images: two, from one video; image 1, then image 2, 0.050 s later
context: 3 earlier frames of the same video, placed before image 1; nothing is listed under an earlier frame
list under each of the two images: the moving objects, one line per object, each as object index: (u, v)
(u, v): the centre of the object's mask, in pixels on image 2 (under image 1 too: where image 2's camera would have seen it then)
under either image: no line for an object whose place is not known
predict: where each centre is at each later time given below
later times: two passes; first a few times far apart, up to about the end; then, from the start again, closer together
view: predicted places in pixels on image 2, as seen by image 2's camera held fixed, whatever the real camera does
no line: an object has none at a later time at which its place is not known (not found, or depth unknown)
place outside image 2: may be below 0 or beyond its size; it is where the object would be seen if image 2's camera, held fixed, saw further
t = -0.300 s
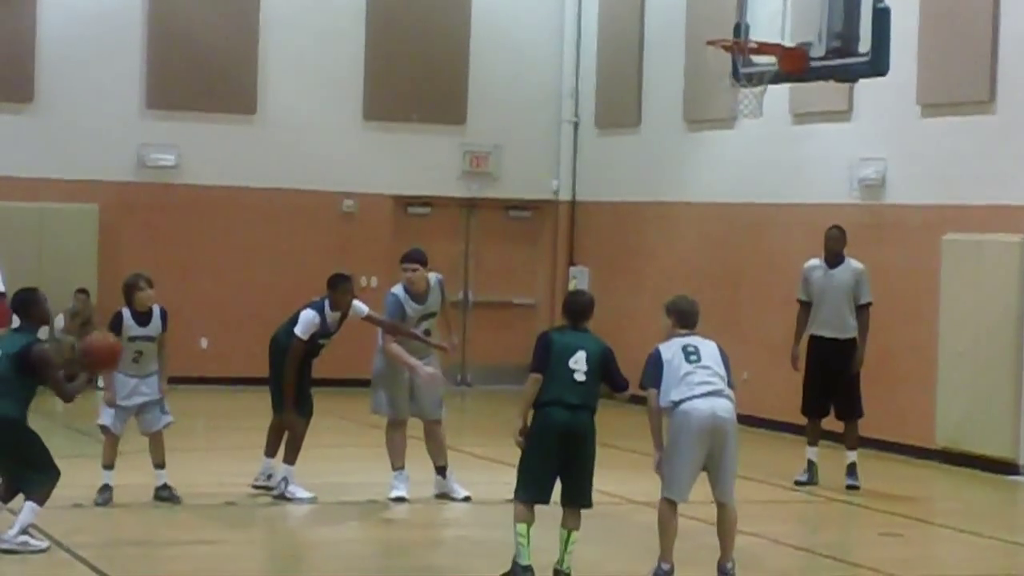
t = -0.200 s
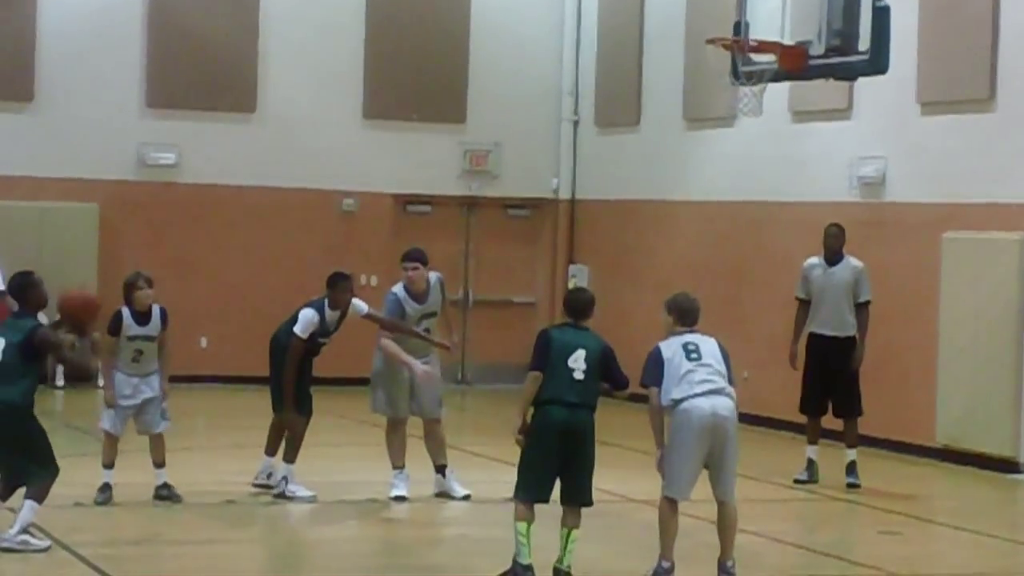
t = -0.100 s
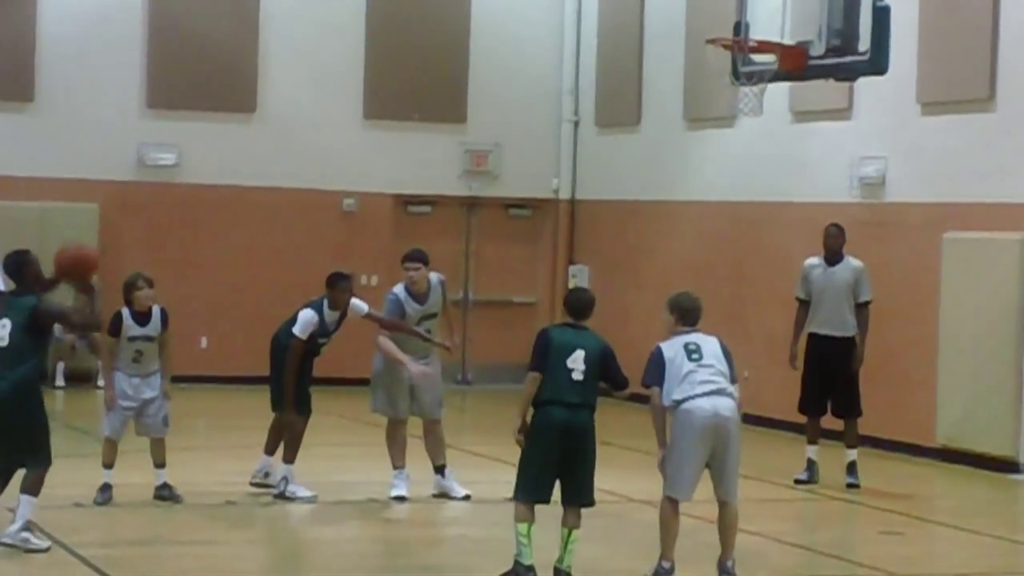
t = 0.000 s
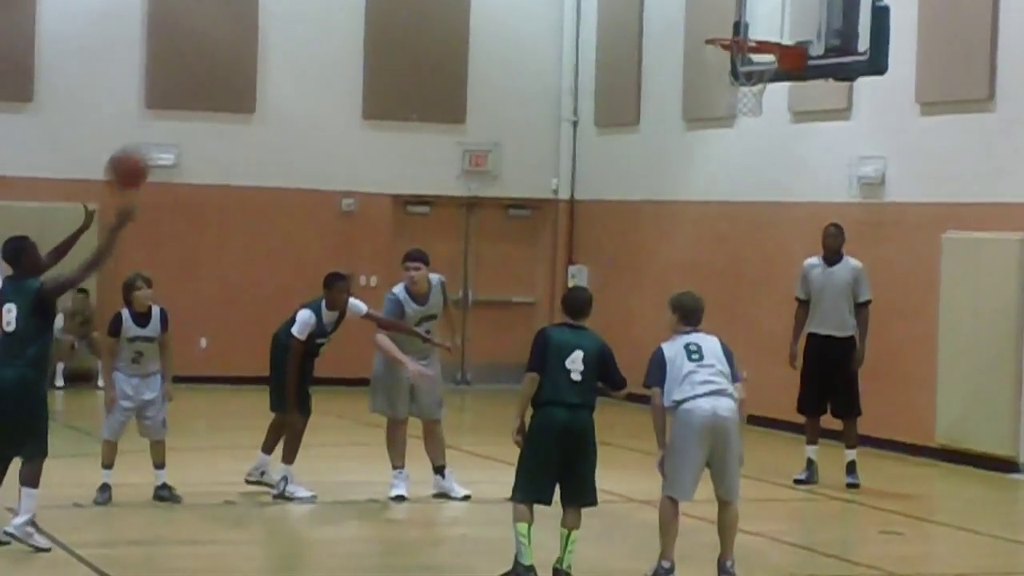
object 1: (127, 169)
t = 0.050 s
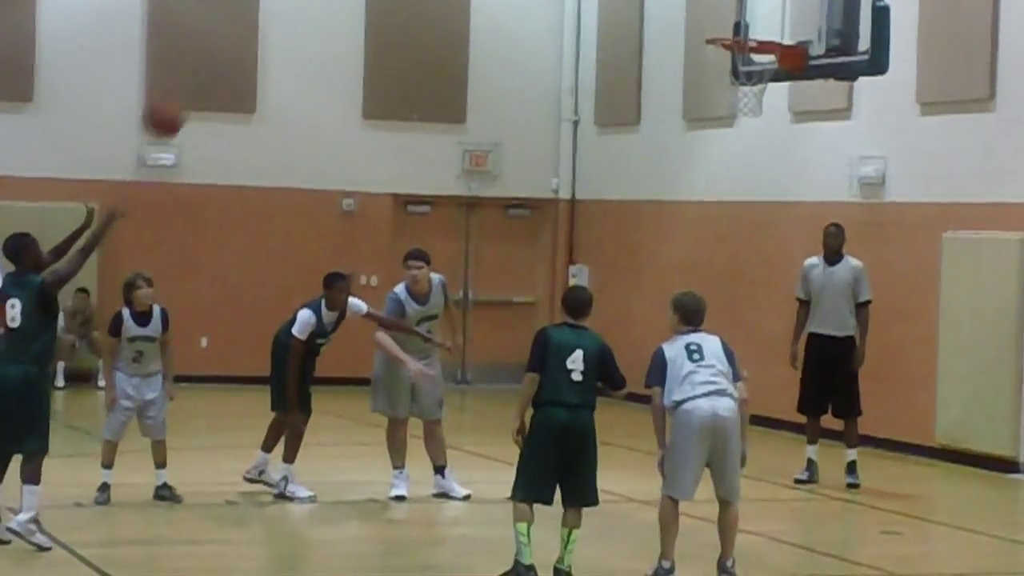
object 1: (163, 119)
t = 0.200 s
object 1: (263, 11)
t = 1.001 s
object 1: (726, 18)
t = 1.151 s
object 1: (776, 84)
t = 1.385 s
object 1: (765, 127)
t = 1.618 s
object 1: (750, 253)
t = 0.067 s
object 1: (173, 103)
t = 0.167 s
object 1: (241, 22)
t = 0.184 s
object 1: (252, 16)
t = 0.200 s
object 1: (263, 11)
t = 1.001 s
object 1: (726, 18)
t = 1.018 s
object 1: (734, 23)
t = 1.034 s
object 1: (742, 30)
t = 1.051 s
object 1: (752, 40)
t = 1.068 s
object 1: (762, 59)
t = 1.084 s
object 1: (763, 65)
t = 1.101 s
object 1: (771, 75)
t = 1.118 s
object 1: (775, 78)
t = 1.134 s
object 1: (776, 82)
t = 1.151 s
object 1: (776, 84)
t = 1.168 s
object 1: (777, 84)
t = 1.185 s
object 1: (777, 85)
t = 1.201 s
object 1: (777, 84)
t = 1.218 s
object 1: (776, 86)
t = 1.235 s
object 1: (772, 92)
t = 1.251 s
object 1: (773, 94)
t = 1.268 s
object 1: (772, 96)
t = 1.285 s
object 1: (771, 99)
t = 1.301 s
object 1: (770, 102)
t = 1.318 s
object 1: (769, 104)
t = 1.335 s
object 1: (768, 110)
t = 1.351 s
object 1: (767, 115)
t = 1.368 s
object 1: (766, 120)
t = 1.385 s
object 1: (765, 127)
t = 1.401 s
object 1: (764, 133)
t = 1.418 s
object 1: (763, 140)
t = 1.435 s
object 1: (762, 147)
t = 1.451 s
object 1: (761, 154)
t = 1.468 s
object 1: (760, 163)
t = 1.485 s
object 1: (759, 171)
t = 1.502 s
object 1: (758, 180)
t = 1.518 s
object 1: (757, 189)
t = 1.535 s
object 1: (756, 199)
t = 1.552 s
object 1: (755, 209)
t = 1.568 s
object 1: (754, 219)
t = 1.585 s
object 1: (752, 231)
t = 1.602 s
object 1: (751, 242)
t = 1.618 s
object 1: (750, 253)
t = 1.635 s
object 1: (750, 265)
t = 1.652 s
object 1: (748, 278)
